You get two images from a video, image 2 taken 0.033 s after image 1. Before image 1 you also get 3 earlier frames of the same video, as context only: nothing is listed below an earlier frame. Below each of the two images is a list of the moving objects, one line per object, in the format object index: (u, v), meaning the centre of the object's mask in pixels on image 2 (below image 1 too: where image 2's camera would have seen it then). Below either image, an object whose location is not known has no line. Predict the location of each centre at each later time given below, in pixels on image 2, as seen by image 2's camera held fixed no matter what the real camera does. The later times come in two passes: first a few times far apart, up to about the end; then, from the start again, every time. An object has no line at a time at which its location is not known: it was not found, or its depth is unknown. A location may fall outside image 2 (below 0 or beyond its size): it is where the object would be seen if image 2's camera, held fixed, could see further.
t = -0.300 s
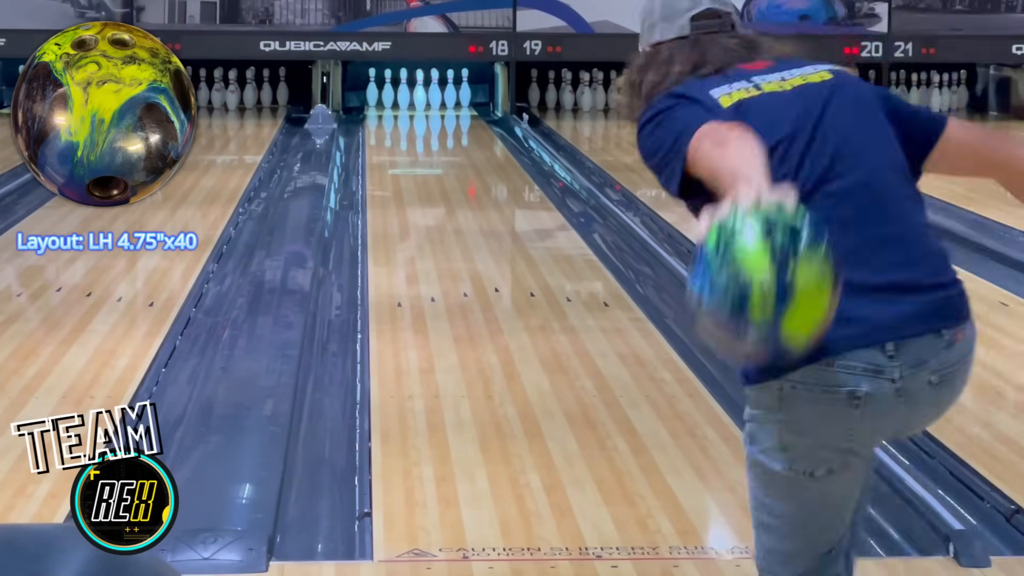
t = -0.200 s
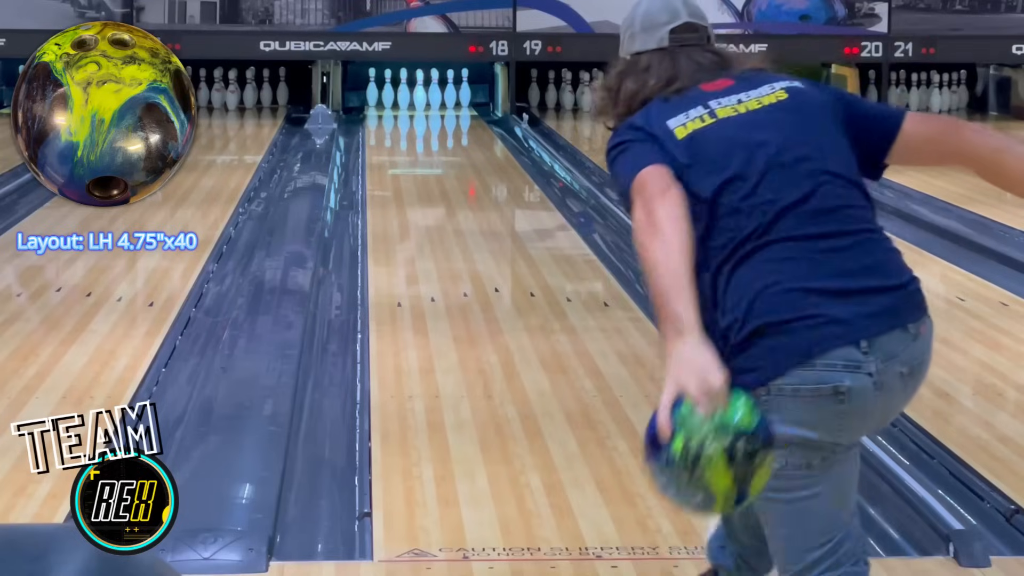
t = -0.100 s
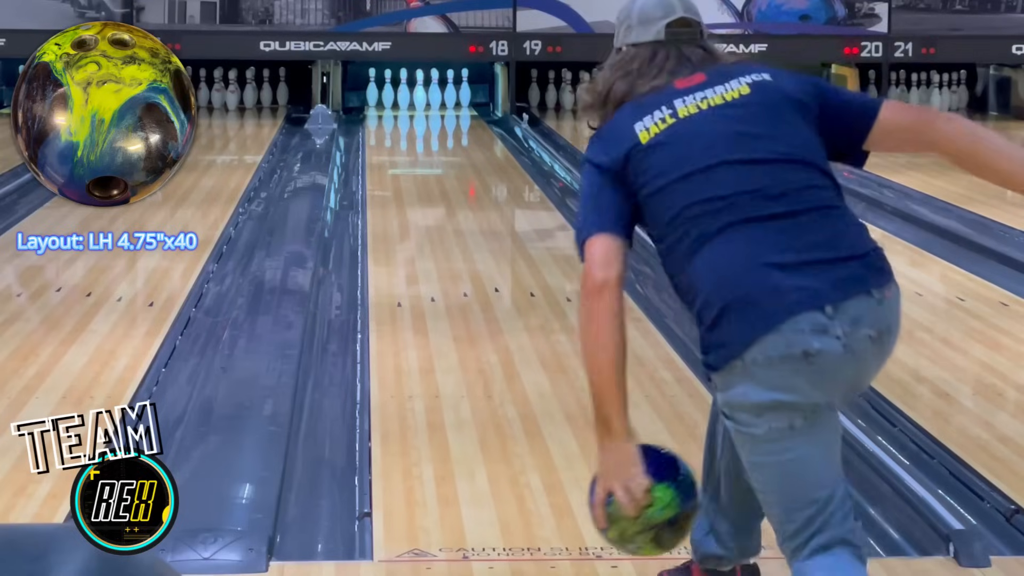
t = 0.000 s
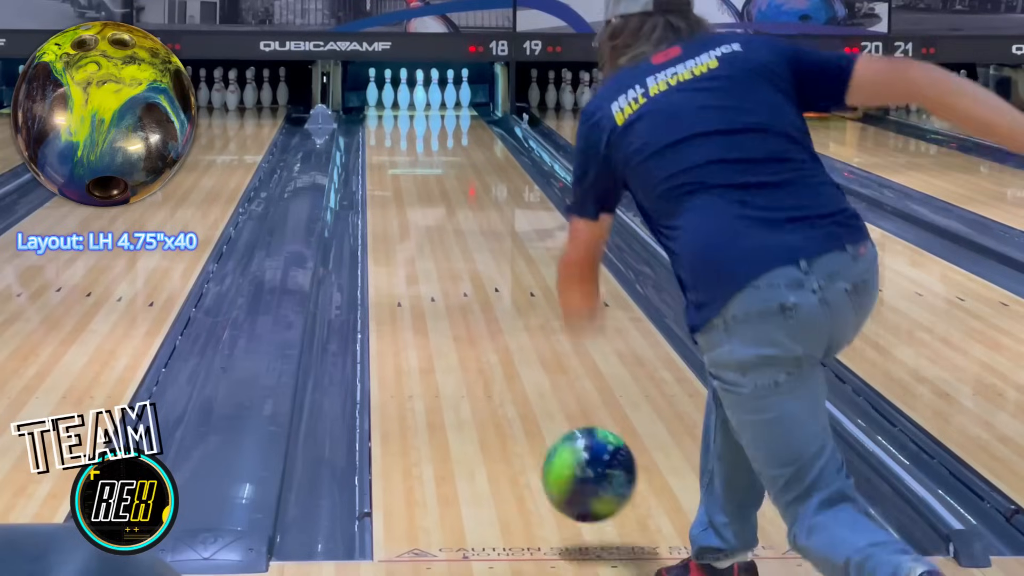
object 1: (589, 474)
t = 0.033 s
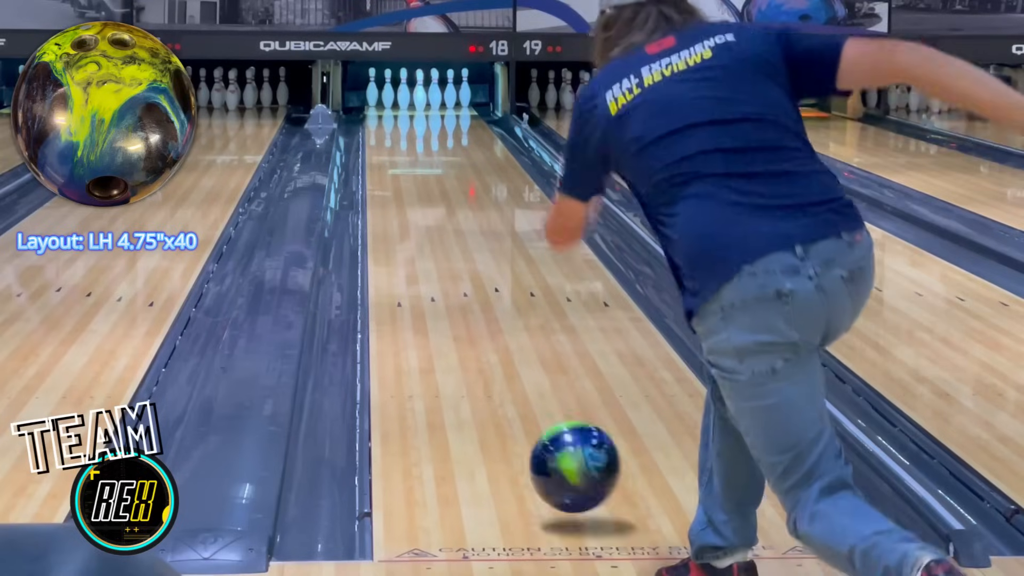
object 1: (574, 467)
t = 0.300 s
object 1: (496, 348)
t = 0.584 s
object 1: (450, 266)
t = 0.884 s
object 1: (421, 211)
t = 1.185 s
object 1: (402, 174)
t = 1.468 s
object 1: (392, 149)
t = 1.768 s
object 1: (387, 129)
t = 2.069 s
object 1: (393, 114)
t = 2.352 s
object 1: (405, 102)
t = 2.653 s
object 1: (401, 97)
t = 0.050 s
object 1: (568, 465)
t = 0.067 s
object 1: (561, 460)
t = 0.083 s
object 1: (556, 448)
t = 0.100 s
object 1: (550, 436)
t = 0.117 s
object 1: (544, 426)
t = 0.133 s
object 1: (539, 418)
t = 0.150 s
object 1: (534, 411)
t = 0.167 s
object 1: (529, 404)
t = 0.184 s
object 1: (524, 395)
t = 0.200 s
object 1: (520, 388)
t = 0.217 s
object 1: (515, 380)
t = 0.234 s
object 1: (511, 373)
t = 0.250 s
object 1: (507, 367)
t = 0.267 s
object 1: (503, 360)
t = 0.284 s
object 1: (500, 353)
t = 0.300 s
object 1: (496, 348)
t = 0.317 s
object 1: (492, 342)
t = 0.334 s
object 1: (489, 336)
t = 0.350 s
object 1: (486, 329)
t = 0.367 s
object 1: (483, 324)
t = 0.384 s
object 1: (480, 318)
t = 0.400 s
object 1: (477, 313)
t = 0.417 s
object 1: (474, 309)
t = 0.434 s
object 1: (471, 303)
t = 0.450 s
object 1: (469, 299)
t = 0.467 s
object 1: (466, 295)
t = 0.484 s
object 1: (463, 290)
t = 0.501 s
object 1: (461, 286)
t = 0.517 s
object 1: (459, 281)
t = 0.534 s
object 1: (457, 277)
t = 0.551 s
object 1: (454, 273)
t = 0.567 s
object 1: (452, 269)
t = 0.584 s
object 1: (450, 266)
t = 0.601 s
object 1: (448, 262)
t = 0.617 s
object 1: (446, 258)
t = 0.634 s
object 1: (444, 255)
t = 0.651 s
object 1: (442, 252)
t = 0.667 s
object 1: (440, 248)
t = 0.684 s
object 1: (439, 245)
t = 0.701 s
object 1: (437, 241)
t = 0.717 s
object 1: (435, 238)
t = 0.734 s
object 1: (434, 236)
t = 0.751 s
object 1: (432, 233)
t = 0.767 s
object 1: (431, 230)
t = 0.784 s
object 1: (429, 227)
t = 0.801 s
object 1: (428, 224)
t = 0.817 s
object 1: (426, 222)
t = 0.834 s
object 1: (425, 219)
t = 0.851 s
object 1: (424, 216)
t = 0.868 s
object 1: (422, 214)
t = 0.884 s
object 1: (421, 211)
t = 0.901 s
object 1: (419, 209)
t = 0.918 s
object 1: (418, 206)
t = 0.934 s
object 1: (417, 204)
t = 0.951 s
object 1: (416, 202)
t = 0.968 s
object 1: (415, 199)
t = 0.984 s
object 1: (414, 197)
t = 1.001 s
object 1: (413, 196)
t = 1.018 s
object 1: (412, 193)
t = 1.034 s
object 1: (410, 191)
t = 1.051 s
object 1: (409, 189)
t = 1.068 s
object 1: (408, 187)
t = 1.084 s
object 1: (407, 185)
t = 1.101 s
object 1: (406, 183)
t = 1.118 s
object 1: (406, 181)
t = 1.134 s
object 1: (405, 179)
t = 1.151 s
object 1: (404, 178)
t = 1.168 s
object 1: (403, 176)
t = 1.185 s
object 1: (402, 174)
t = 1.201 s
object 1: (401, 172)
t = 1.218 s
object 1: (401, 171)
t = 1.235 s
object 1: (400, 169)
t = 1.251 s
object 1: (399, 167)
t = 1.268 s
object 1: (399, 166)
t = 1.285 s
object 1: (398, 164)
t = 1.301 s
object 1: (397, 162)
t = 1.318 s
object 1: (397, 161)
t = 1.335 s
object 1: (396, 160)
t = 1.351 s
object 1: (395, 158)
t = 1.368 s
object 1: (395, 157)
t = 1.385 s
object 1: (394, 155)
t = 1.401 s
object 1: (394, 154)
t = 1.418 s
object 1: (393, 153)
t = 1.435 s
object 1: (393, 151)
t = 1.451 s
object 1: (392, 150)
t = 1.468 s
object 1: (392, 149)
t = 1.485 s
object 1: (391, 148)
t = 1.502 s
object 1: (391, 146)
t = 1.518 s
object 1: (390, 145)
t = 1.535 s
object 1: (390, 144)
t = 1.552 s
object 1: (389, 143)
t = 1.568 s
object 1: (389, 141)
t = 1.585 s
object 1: (389, 140)
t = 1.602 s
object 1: (389, 139)
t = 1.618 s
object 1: (388, 138)
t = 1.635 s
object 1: (388, 137)
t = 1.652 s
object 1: (388, 136)
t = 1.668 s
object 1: (388, 135)
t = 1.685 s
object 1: (387, 134)
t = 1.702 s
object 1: (387, 133)
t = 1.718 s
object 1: (387, 132)
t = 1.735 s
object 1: (387, 131)
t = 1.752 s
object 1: (387, 130)
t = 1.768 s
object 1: (387, 129)
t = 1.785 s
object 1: (387, 127)
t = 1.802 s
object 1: (387, 127)
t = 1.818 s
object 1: (388, 126)
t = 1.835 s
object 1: (388, 125)
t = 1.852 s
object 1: (388, 124)
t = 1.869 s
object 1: (388, 123)
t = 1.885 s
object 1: (389, 122)
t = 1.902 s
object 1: (389, 122)
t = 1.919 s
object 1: (389, 121)
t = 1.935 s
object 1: (390, 120)
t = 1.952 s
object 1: (390, 119)
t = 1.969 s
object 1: (391, 118)
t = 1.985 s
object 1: (391, 117)
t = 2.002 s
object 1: (391, 116)
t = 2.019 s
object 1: (392, 116)
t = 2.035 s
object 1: (392, 115)
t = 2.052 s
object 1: (392, 114)
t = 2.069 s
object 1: (393, 114)
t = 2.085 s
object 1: (394, 113)
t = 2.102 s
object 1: (394, 112)
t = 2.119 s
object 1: (395, 111)
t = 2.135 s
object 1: (395, 111)
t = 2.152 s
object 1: (396, 110)
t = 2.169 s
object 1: (397, 109)
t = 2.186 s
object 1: (398, 109)
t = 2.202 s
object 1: (398, 108)
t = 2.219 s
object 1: (399, 107)
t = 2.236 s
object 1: (400, 107)
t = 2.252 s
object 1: (401, 106)
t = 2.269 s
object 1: (401, 105)
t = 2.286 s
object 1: (402, 105)
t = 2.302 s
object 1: (403, 104)
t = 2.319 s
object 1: (404, 104)
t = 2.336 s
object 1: (405, 103)
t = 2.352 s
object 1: (405, 102)
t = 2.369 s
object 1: (407, 103)
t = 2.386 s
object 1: (408, 101)
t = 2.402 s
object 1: (408, 100)
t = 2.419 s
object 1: (408, 100)
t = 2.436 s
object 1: (407, 100)
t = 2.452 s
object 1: (407, 99)
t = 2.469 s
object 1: (406, 99)
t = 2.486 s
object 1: (405, 98)
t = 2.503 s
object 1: (405, 97)
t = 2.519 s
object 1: (404, 95)
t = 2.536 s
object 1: (406, 97)
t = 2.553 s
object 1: (403, 96)
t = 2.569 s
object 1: (404, 96)
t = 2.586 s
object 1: (403, 96)
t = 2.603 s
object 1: (402, 96)
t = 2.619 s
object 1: (402, 95)
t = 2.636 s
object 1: (402, 96)
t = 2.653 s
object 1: (401, 97)
